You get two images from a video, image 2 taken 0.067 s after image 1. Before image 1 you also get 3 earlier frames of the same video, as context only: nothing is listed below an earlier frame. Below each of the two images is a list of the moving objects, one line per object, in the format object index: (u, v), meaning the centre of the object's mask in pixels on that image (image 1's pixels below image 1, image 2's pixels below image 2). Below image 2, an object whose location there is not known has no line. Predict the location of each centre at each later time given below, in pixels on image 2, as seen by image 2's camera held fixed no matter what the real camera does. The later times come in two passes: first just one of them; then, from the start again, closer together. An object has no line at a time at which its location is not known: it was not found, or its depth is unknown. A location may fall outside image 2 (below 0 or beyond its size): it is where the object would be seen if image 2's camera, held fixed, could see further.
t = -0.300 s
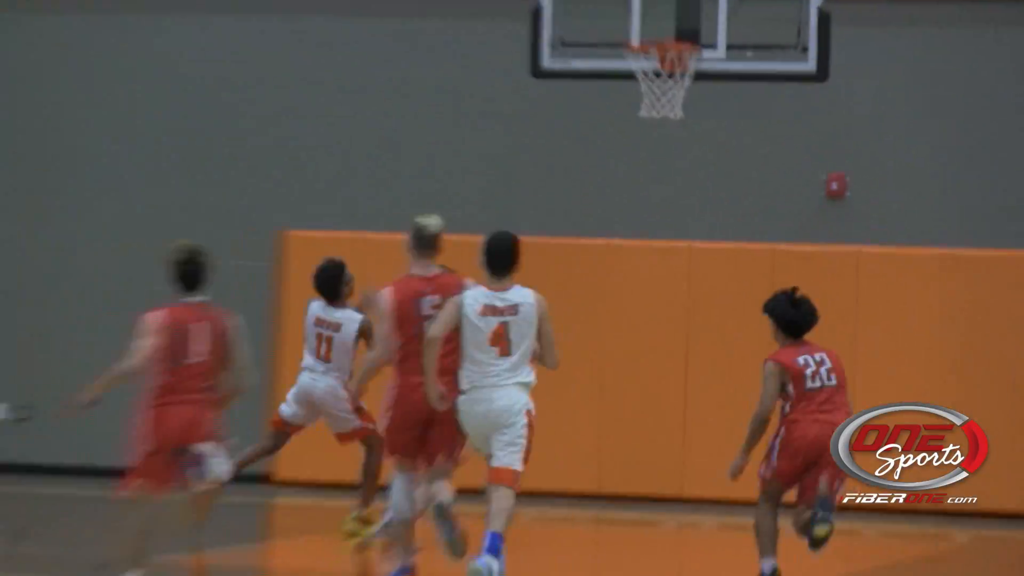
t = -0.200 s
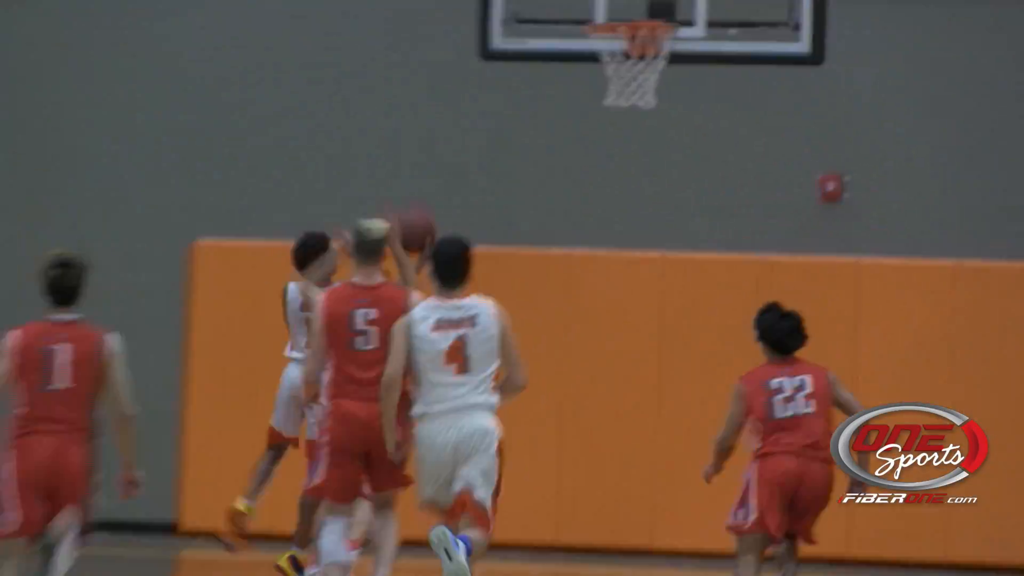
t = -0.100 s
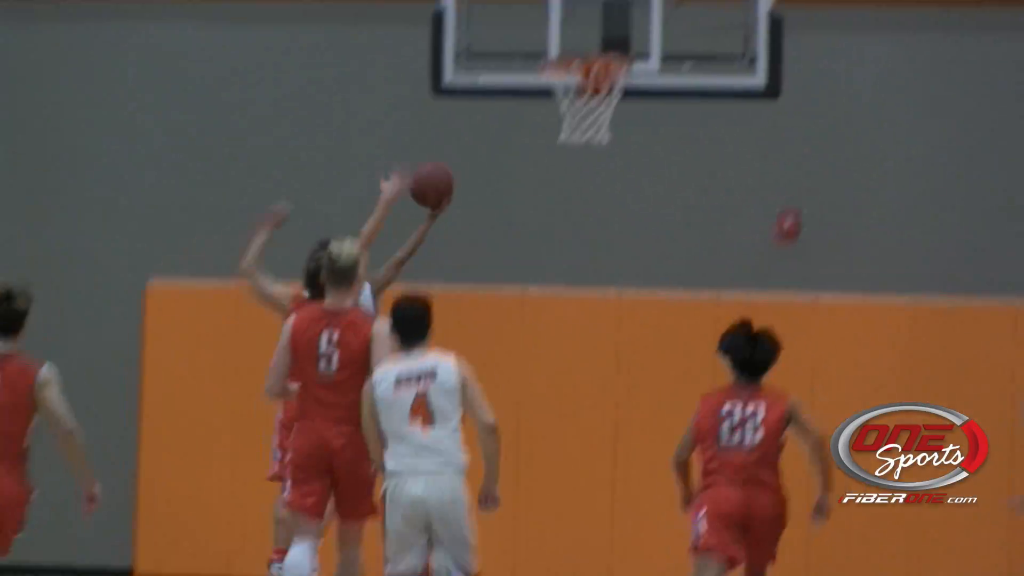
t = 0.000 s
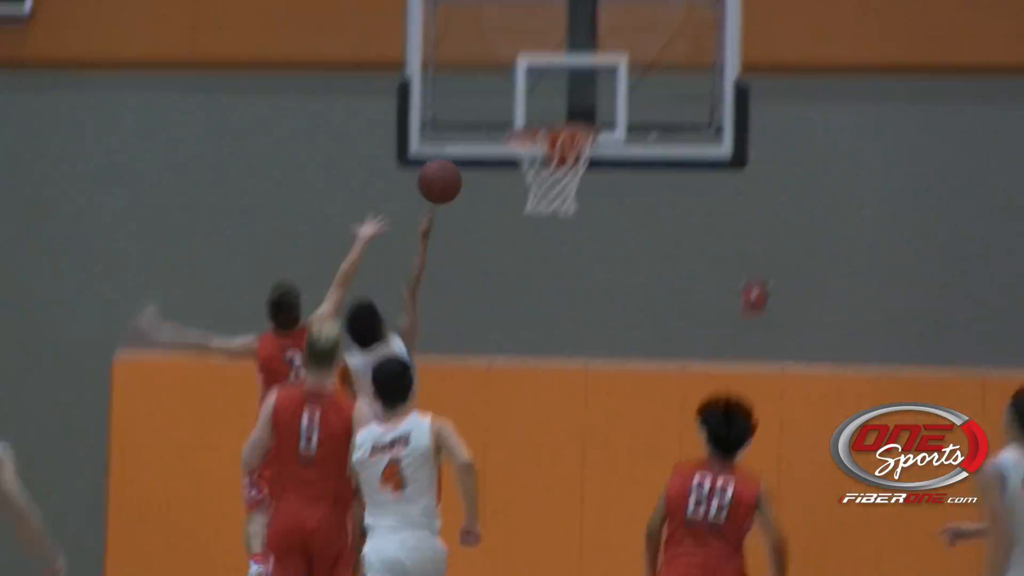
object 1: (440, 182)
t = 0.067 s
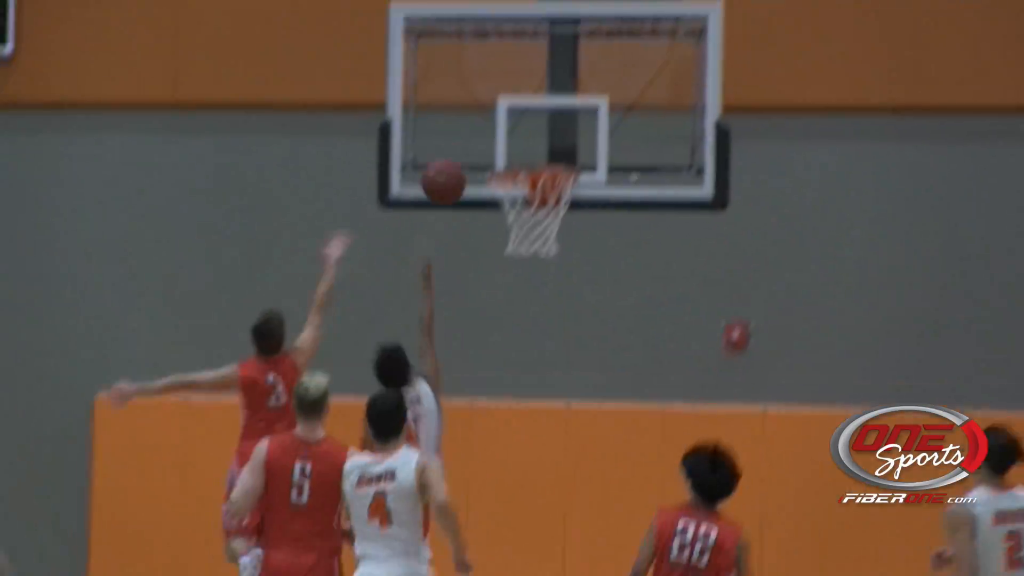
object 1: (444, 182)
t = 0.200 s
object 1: (489, 124)
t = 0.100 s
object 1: (454, 164)
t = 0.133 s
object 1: (466, 150)
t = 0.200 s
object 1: (489, 124)
